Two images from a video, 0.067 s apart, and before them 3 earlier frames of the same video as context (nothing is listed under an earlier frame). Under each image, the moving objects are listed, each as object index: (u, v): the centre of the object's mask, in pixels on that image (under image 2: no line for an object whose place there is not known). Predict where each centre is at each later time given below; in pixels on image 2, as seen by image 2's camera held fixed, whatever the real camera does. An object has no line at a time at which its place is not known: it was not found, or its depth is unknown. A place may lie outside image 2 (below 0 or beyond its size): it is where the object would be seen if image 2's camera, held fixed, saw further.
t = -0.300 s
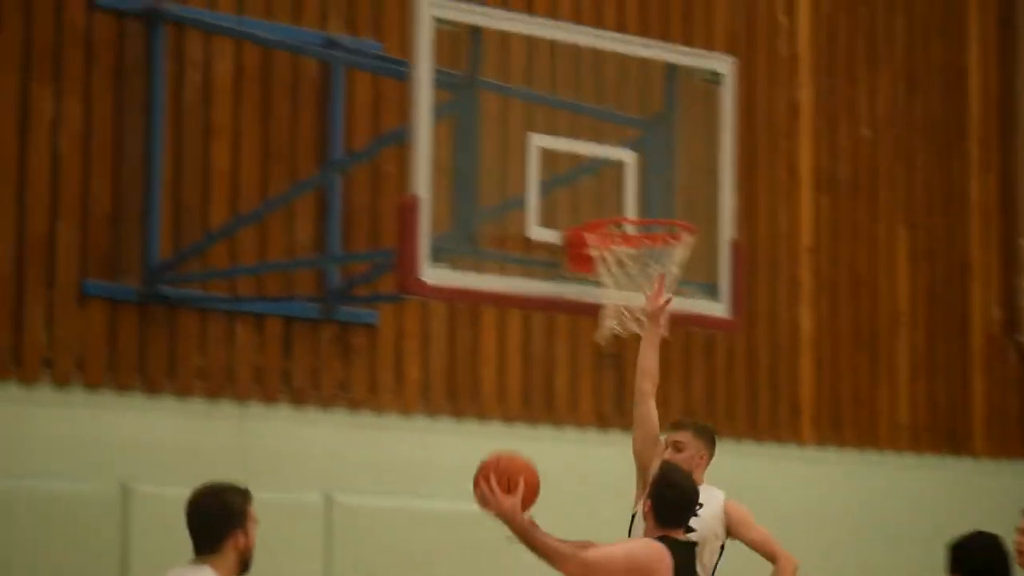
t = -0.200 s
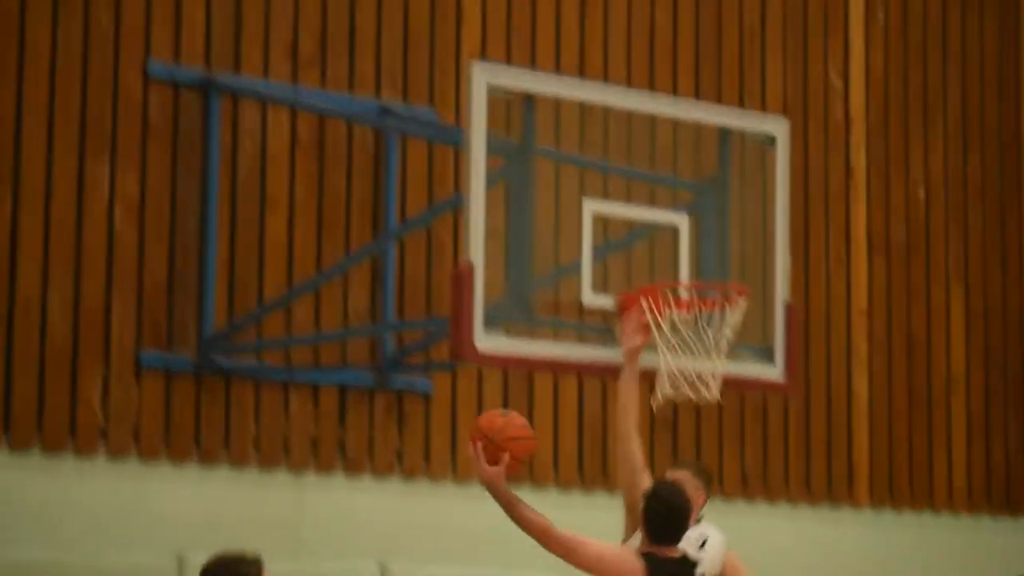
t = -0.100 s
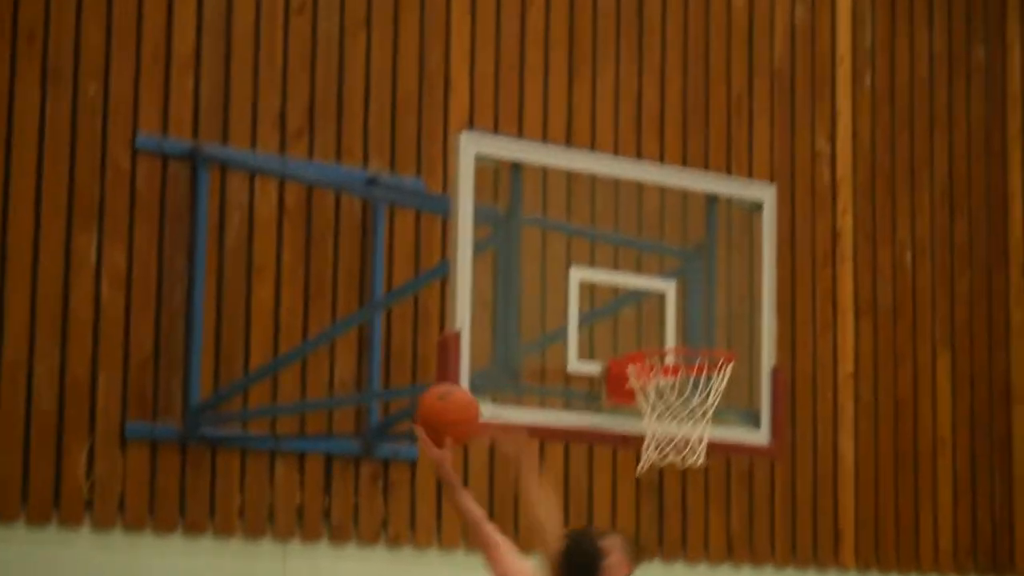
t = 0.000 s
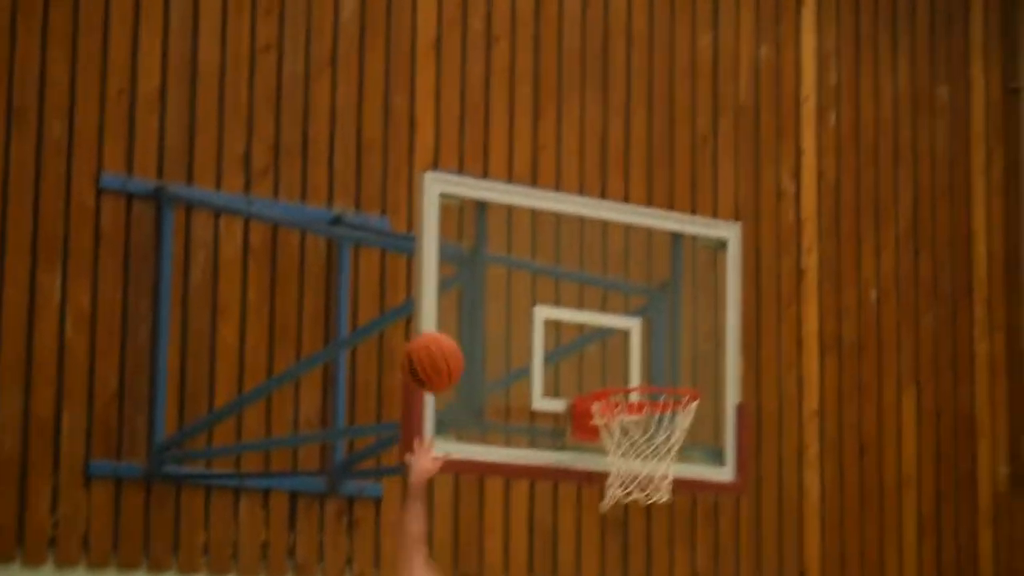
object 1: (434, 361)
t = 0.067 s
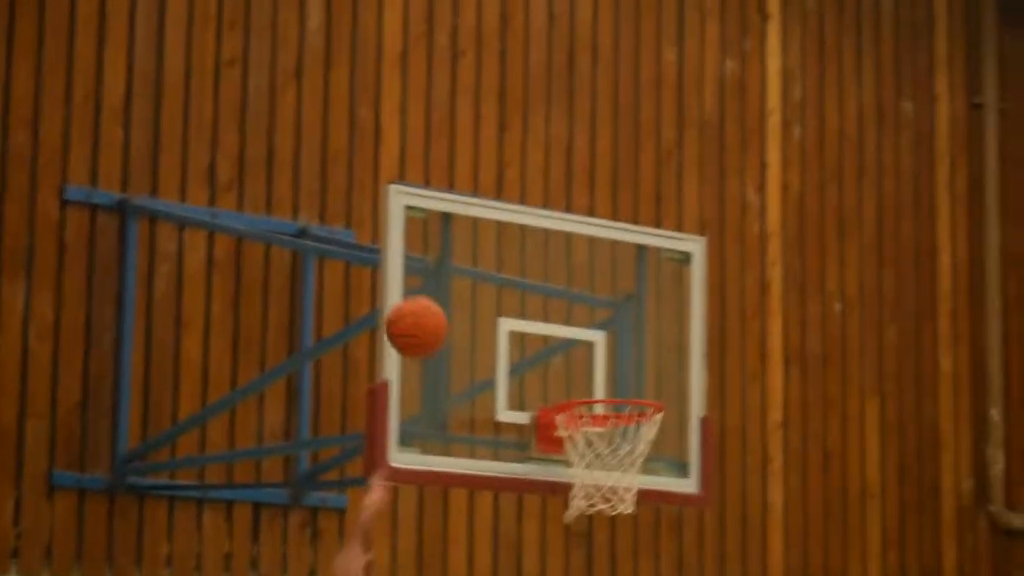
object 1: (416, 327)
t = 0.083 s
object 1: (423, 318)
